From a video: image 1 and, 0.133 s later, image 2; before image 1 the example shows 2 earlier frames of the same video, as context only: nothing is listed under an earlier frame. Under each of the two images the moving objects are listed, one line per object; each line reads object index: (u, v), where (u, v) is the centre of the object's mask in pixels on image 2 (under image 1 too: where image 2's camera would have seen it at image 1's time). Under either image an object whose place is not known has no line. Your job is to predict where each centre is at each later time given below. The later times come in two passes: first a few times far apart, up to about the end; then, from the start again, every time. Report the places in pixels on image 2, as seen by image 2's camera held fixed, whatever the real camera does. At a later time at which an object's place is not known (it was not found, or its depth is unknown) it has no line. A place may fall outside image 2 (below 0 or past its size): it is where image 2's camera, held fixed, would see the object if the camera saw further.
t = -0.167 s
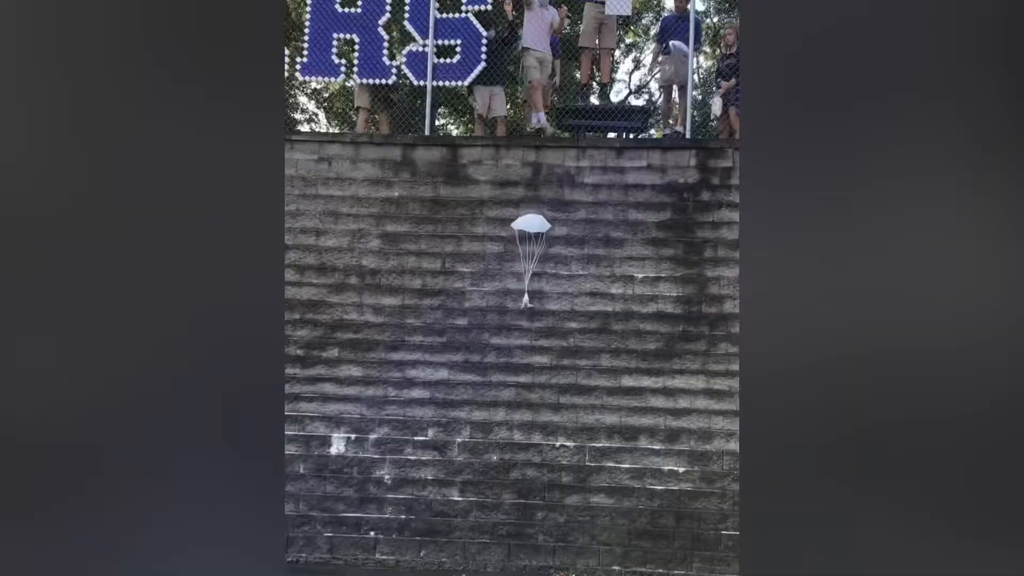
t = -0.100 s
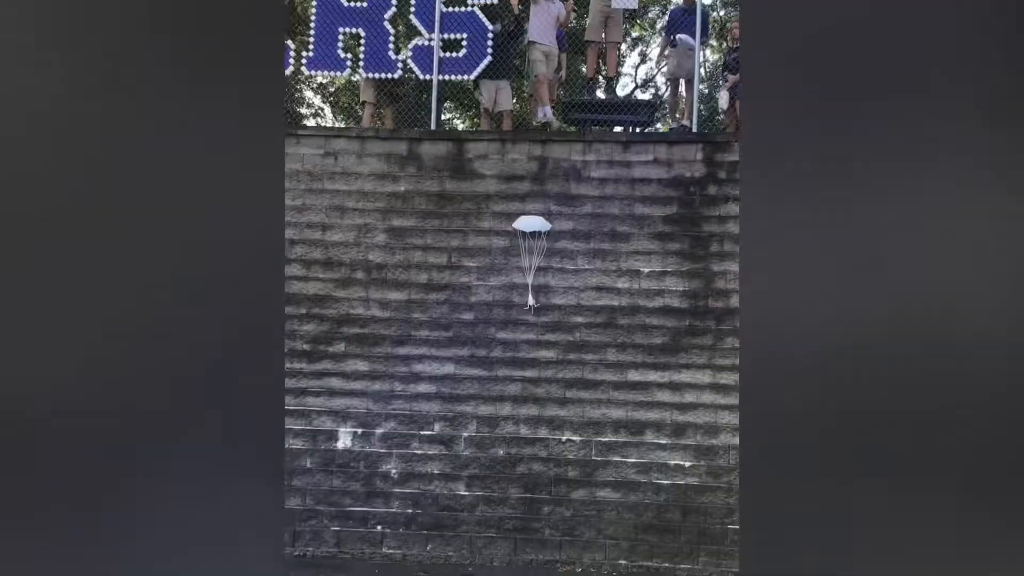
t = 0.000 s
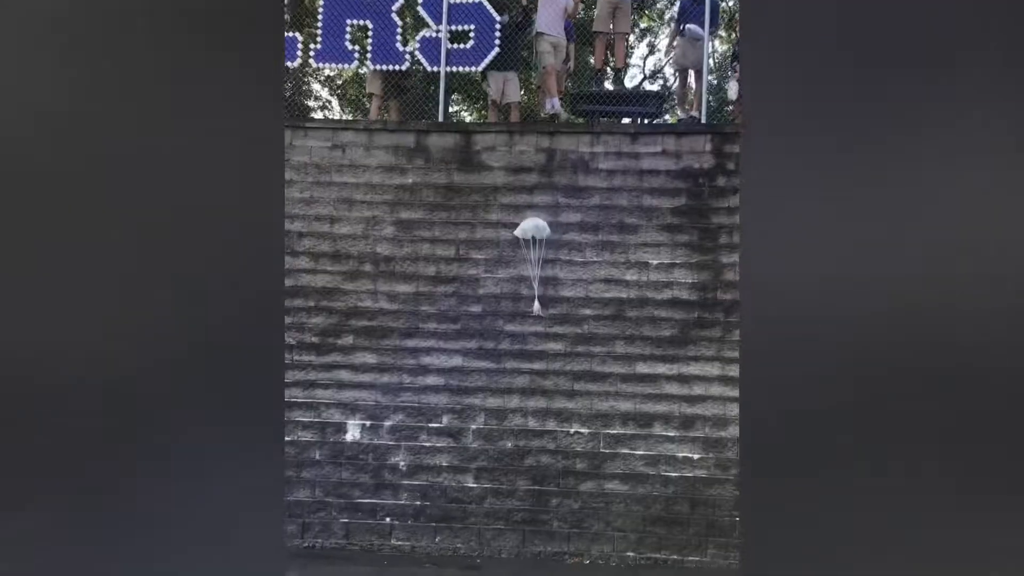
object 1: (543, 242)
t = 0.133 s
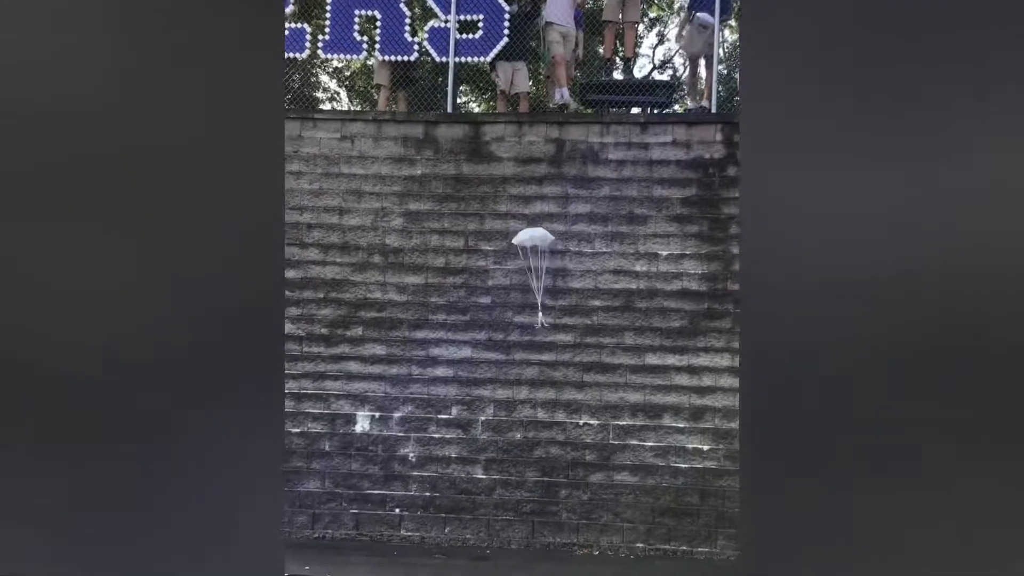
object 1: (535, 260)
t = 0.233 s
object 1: (528, 274)
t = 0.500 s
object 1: (509, 322)
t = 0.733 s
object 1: (493, 373)
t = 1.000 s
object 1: (473, 436)
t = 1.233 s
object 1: (446, 491)
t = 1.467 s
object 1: (425, 526)
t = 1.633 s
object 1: (415, 537)
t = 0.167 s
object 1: (532, 265)
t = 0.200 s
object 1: (530, 269)
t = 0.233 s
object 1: (528, 274)
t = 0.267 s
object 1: (525, 280)
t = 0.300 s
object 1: (524, 286)
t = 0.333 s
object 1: (521, 291)
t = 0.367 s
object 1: (519, 297)
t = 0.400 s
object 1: (516, 303)
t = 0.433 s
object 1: (514, 309)
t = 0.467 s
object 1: (512, 315)
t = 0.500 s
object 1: (509, 322)
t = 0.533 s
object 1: (507, 328)
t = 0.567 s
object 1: (505, 337)
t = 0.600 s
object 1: (502, 344)
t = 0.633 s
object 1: (500, 349)
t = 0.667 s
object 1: (498, 358)
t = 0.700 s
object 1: (495, 365)
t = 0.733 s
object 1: (493, 373)
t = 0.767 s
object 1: (490, 380)
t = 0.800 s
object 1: (488, 388)
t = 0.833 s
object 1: (486, 395)
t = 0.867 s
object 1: (484, 403)
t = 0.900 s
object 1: (481, 411)
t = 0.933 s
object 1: (478, 420)
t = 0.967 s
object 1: (475, 428)
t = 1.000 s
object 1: (473, 436)
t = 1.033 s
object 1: (469, 444)
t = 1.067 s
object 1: (466, 451)
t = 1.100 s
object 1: (462, 459)
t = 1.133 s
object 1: (458, 468)
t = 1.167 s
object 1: (454, 476)
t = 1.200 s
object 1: (450, 484)
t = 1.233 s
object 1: (446, 491)
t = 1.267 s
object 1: (442, 499)
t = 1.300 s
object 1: (438, 504)
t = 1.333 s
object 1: (434, 510)
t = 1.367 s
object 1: (431, 514)
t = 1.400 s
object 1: (429, 518)
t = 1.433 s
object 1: (427, 522)
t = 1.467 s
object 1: (425, 526)
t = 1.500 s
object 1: (423, 529)
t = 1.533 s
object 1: (421, 531)
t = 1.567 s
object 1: (419, 533)
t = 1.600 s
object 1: (417, 535)
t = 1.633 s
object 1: (415, 537)
